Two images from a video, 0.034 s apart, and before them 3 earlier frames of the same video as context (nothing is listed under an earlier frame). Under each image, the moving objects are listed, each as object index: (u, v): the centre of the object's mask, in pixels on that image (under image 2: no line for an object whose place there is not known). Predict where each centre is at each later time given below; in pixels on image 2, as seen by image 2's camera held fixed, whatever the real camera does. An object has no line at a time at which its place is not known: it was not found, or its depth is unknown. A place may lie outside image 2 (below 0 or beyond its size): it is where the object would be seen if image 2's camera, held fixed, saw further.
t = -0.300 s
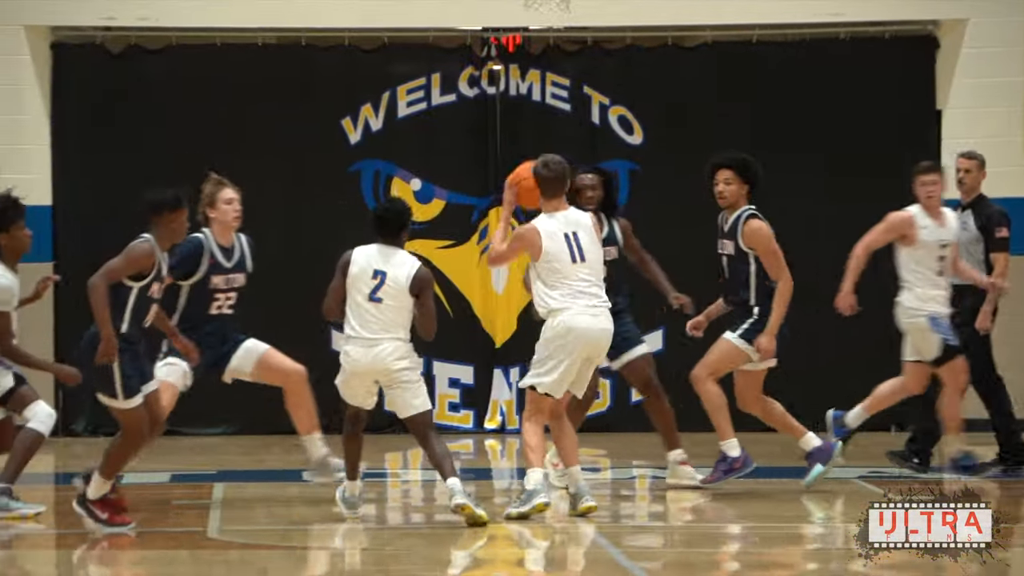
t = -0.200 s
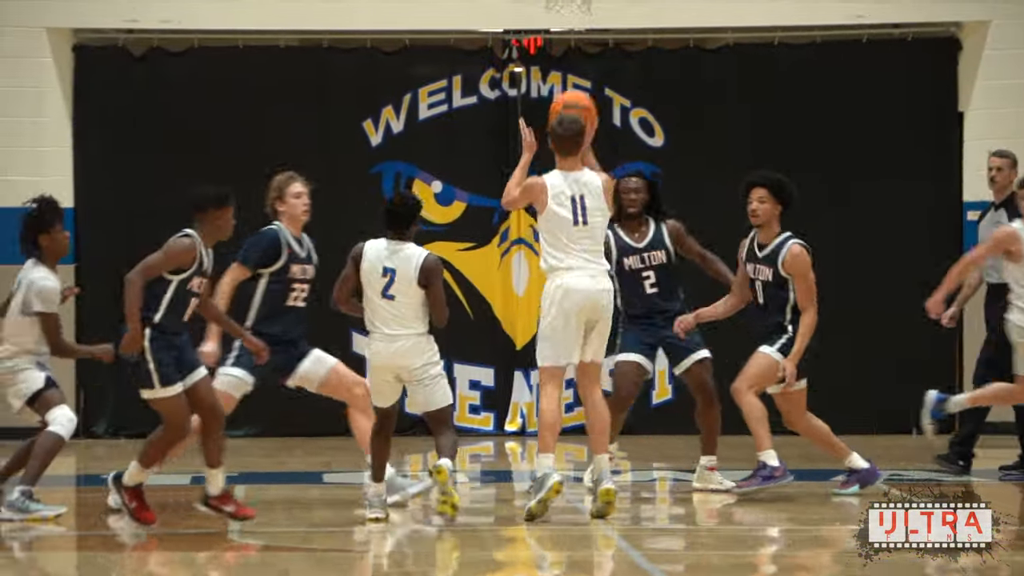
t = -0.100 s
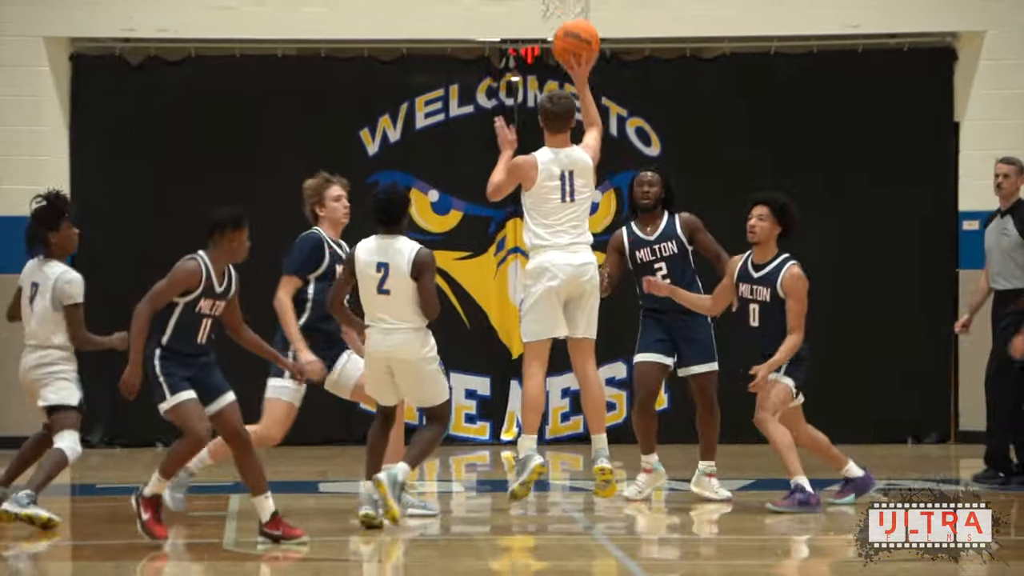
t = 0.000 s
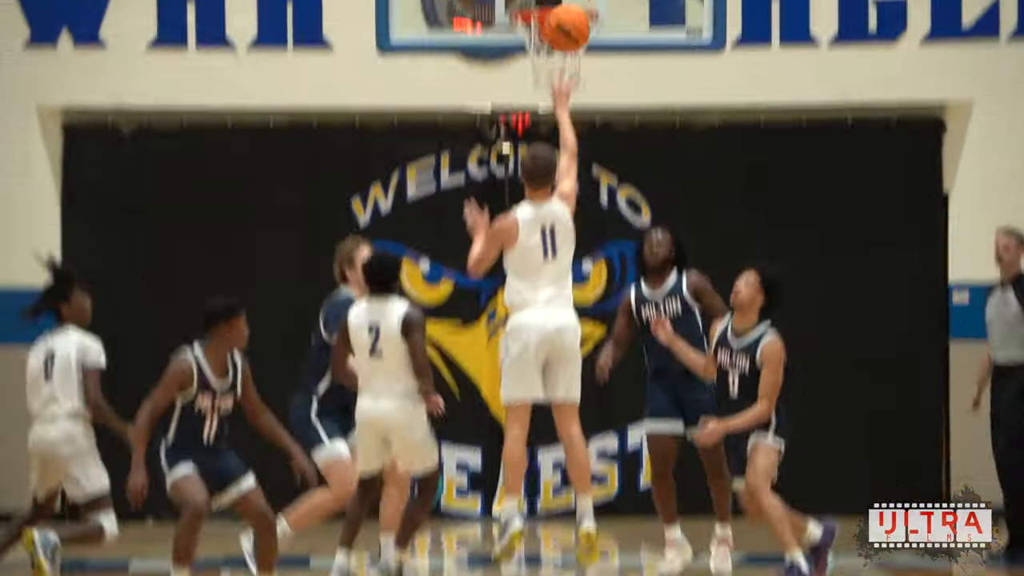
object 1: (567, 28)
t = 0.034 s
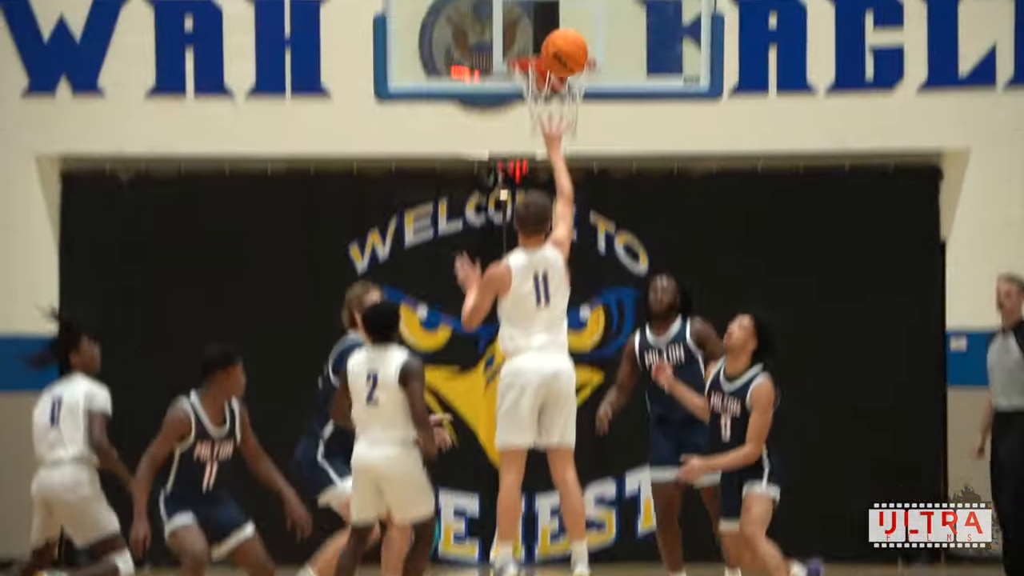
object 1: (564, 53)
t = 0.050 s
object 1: (564, 40)
